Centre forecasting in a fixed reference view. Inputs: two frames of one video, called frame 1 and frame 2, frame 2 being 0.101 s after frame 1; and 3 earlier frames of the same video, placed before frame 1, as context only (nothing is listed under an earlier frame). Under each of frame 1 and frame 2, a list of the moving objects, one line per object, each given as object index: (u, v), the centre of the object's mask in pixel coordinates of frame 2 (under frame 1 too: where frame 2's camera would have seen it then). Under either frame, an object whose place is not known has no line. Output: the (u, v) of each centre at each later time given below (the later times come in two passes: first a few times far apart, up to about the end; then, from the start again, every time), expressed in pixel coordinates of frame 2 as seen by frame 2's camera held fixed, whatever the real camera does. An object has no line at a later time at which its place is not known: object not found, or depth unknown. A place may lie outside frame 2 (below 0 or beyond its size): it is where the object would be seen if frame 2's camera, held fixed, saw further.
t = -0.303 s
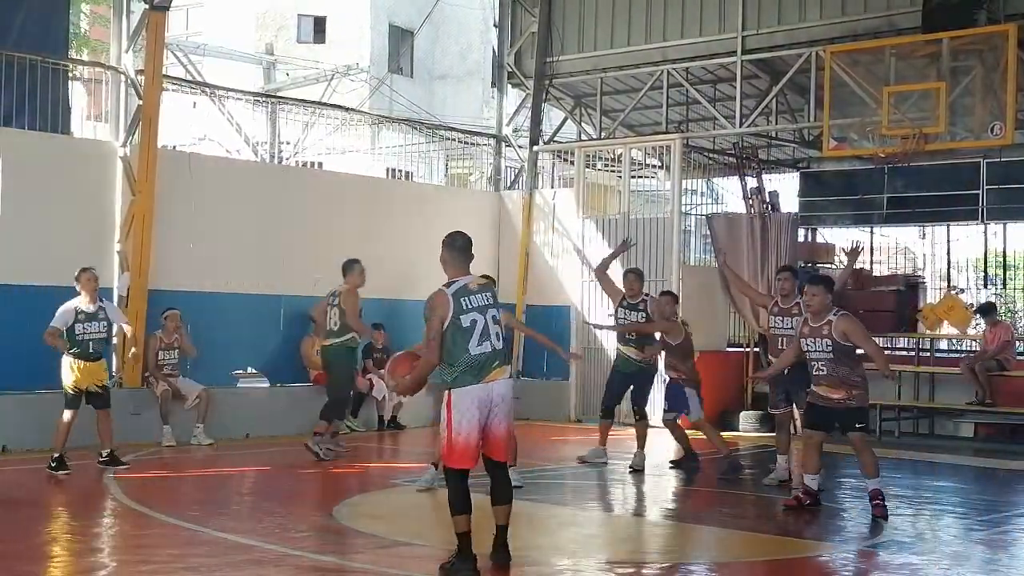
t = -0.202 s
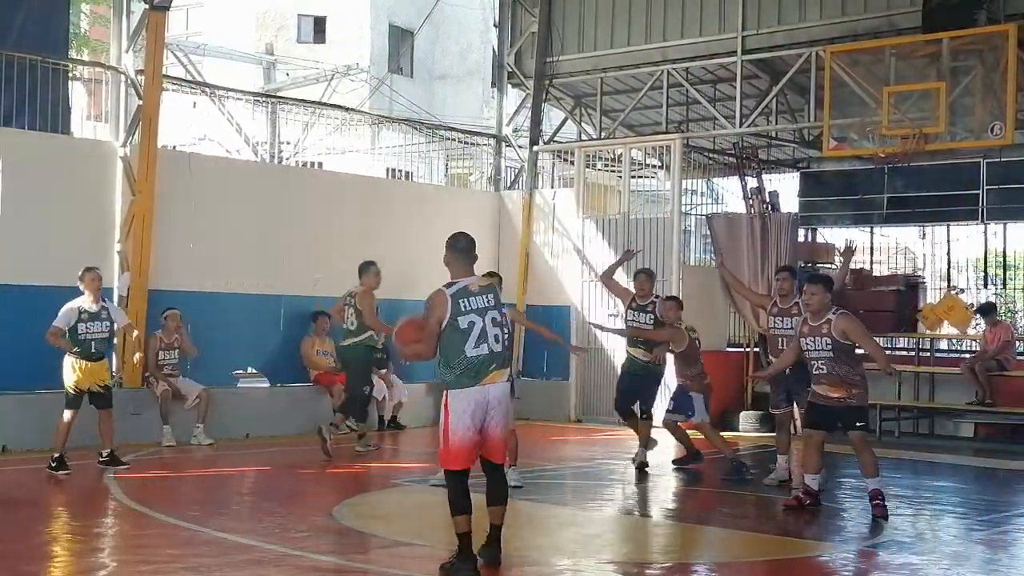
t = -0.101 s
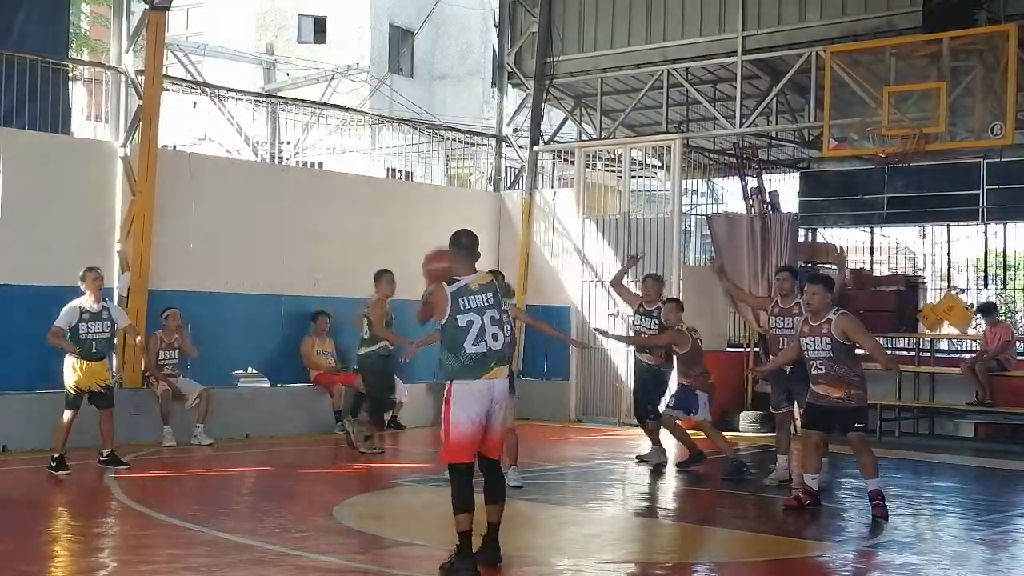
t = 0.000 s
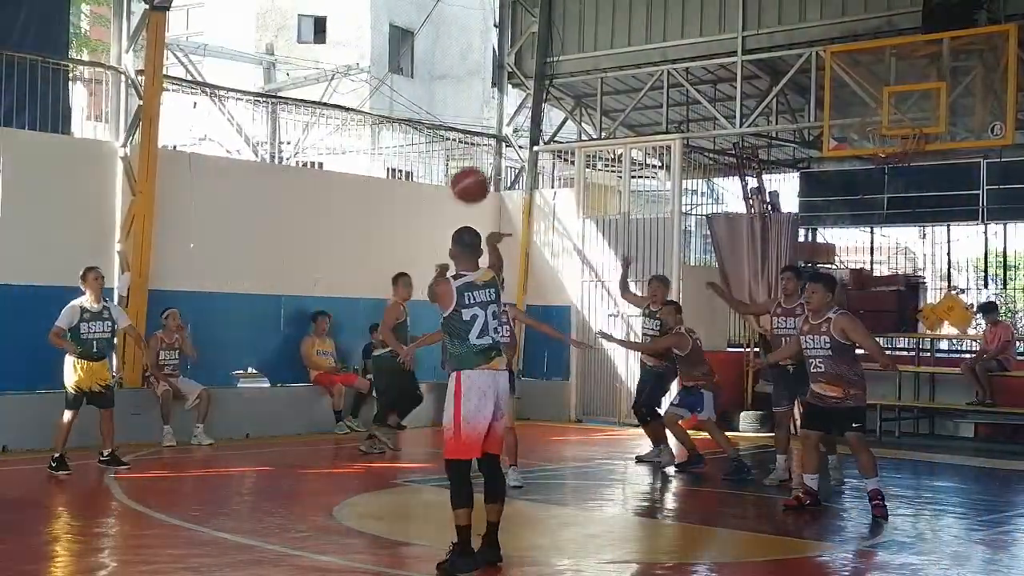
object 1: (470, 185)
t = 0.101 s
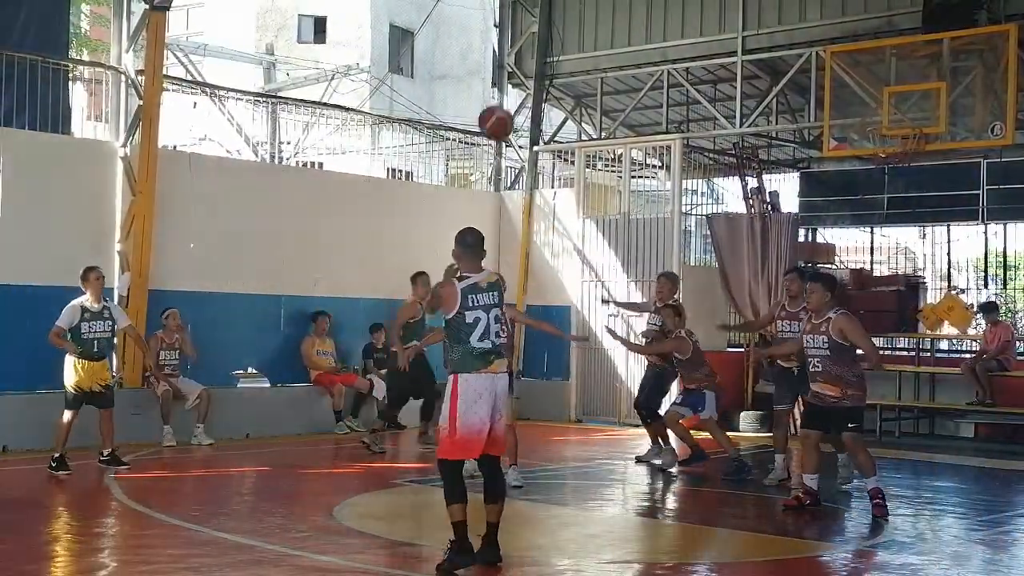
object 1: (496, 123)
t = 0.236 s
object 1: (523, 72)
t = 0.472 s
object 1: (563, 51)
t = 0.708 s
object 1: (590, 94)
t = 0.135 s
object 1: (504, 107)
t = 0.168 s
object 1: (510, 93)
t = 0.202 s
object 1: (517, 81)
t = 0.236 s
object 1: (523, 72)
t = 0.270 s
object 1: (530, 64)
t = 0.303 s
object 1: (536, 59)
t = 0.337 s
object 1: (543, 52)
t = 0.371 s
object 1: (548, 51)
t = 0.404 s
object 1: (552, 50)
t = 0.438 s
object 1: (557, 50)
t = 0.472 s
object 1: (563, 51)
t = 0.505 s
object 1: (567, 54)
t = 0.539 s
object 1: (571, 58)
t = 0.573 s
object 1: (575, 63)
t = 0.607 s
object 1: (579, 69)
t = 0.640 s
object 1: (583, 76)
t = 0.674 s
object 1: (587, 85)
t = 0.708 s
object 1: (590, 94)
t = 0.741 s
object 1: (593, 105)
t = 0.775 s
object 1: (598, 116)
